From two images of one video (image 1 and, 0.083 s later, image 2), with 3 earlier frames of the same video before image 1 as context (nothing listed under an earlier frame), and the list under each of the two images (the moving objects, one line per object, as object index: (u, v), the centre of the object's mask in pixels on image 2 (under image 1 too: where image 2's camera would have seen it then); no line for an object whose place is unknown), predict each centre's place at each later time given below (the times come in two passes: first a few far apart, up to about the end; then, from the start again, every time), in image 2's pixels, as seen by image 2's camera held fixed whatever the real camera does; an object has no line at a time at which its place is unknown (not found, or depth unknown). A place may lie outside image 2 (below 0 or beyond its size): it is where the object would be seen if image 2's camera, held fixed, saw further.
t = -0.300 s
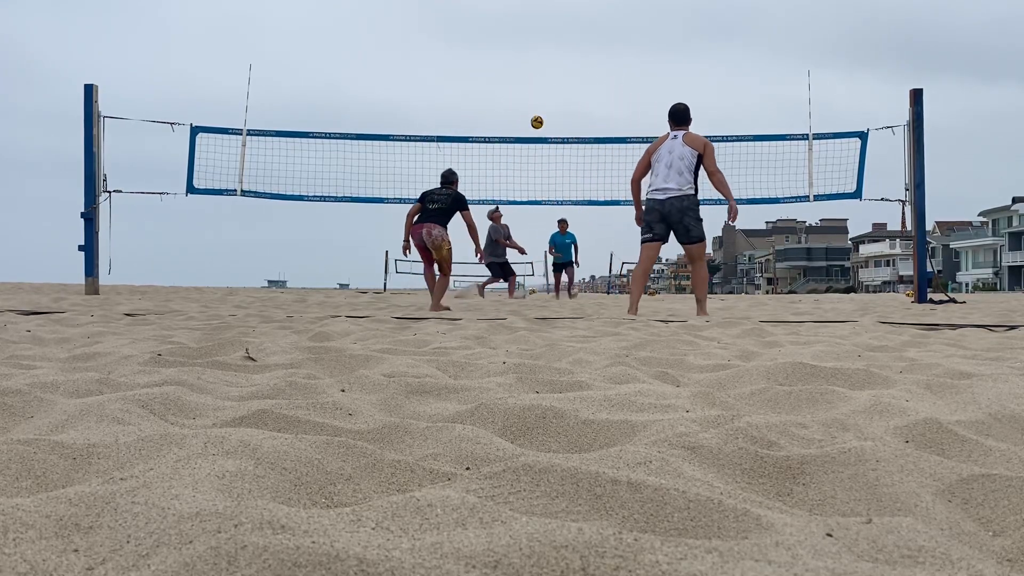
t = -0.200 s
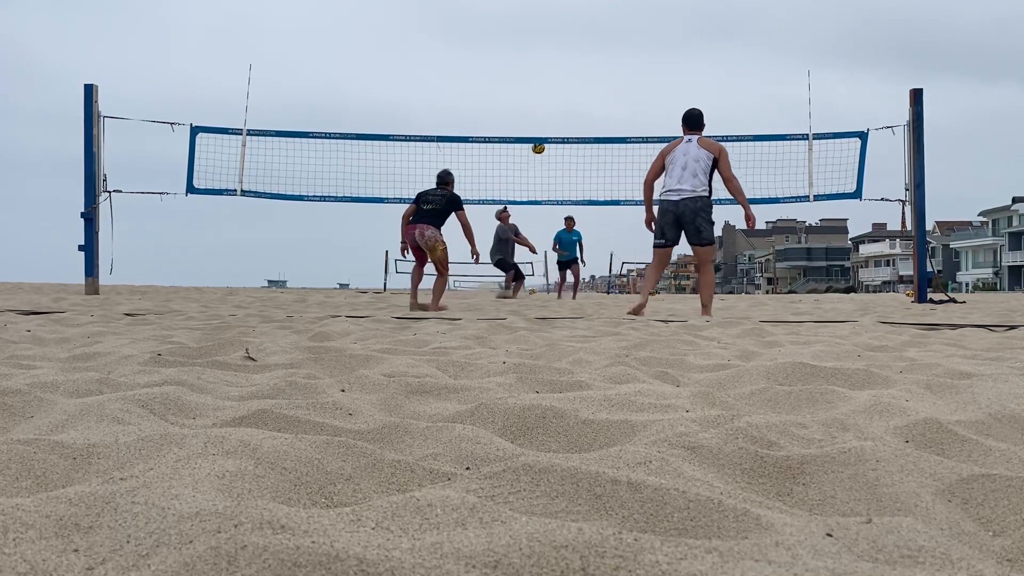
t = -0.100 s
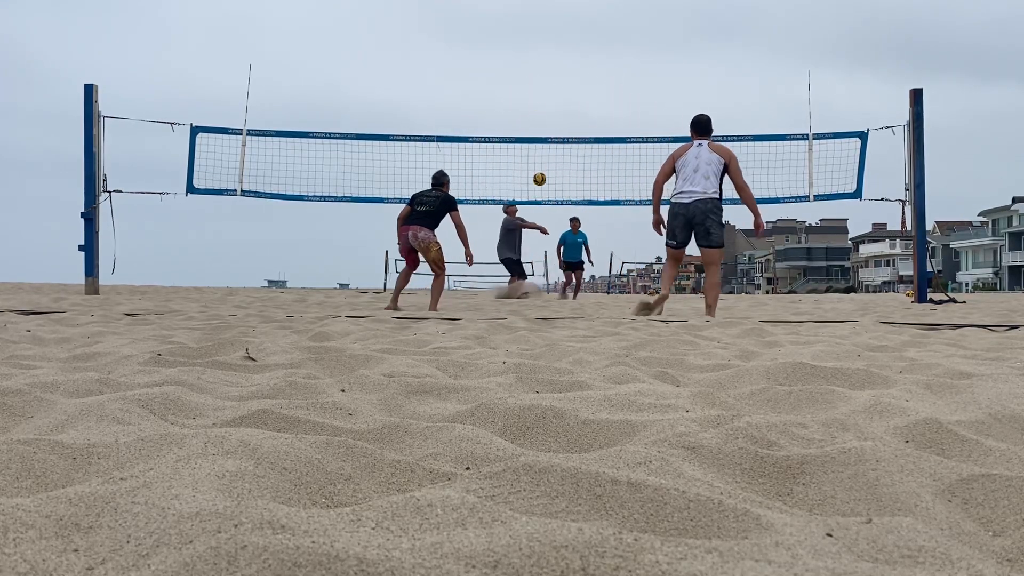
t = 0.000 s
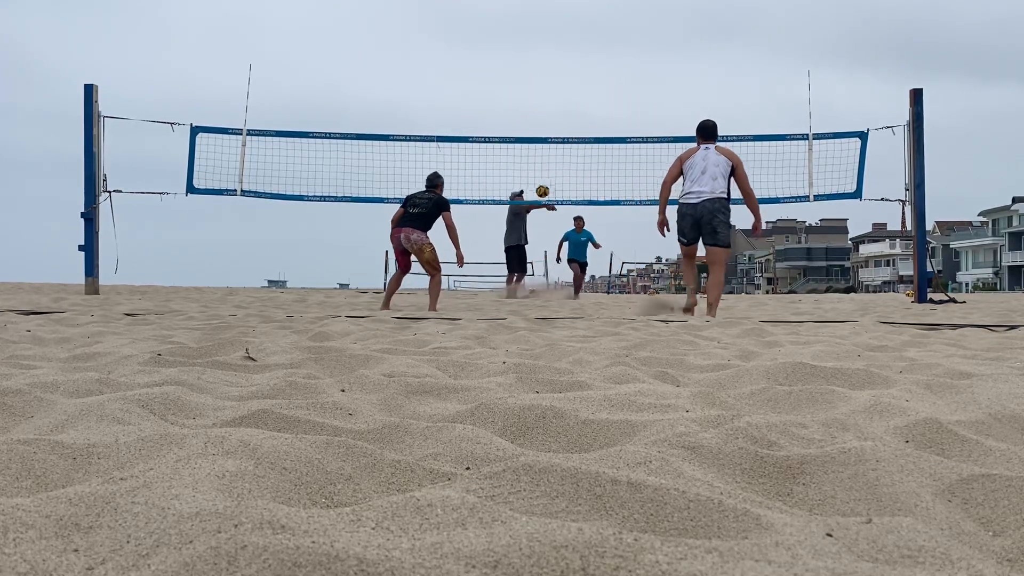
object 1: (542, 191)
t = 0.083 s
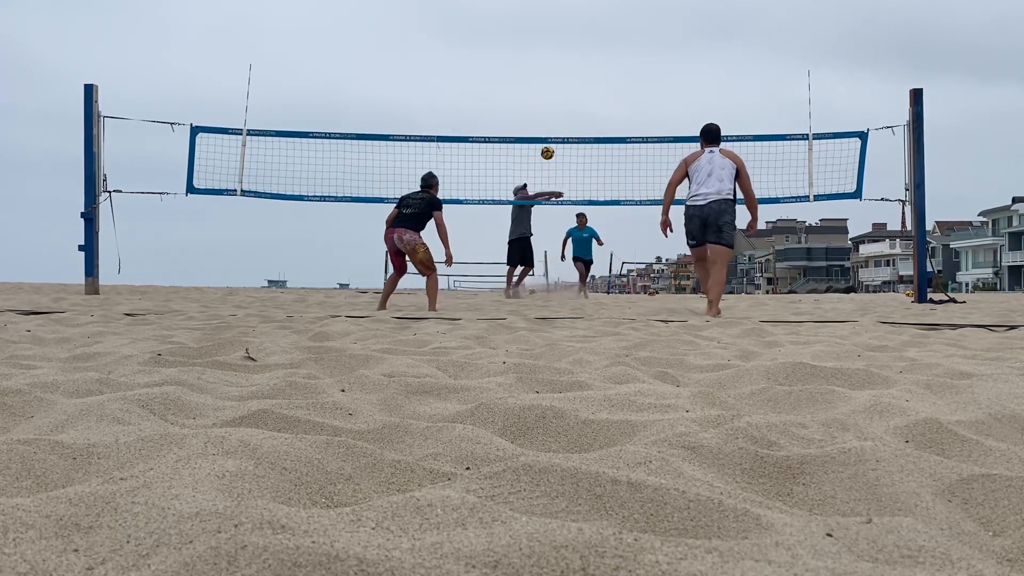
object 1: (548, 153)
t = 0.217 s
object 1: (555, 101)
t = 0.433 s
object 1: (567, 40)
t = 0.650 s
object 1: (579, 9)
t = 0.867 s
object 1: (591, 9)
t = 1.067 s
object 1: (603, 36)
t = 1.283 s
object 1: (615, 95)
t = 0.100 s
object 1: (548, 148)
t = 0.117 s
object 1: (550, 135)
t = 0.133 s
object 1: (550, 131)
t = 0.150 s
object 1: (551, 125)
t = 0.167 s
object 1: (552, 119)
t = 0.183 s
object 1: (553, 113)
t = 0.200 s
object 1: (554, 106)
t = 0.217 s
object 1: (555, 101)
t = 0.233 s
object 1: (556, 95)
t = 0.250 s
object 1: (557, 89)
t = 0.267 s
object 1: (558, 84)
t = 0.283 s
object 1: (559, 79)
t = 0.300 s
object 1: (560, 74)
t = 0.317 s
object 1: (561, 69)
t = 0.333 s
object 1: (562, 64)
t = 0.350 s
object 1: (563, 60)
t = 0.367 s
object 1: (563, 55)
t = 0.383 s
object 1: (564, 51)
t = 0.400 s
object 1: (565, 47)
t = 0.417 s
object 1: (566, 44)
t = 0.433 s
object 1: (567, 40)
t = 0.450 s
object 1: (568, 37)
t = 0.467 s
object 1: (569, 33)
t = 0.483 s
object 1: (570, 30)
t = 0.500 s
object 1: (571, 28)
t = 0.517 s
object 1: (572, 25)
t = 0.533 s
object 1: (573, 22)
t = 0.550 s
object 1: (573, 20)
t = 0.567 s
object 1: (574, 17)
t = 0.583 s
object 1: (575, 16)
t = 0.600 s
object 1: (576, 14)
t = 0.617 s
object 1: (577, 12)
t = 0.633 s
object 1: (578, 11)
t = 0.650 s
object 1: (579, 9)
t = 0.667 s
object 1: (580, 8)
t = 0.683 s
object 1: (581, 7)
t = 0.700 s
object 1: (582, 7)
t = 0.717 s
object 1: (583, 7)
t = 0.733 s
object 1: (584, 6)
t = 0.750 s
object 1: (585, 6)
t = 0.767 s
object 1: (586, 6)
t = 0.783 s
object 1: (587, 6)
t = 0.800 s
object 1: (588, 6)
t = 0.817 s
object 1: (589, 7)
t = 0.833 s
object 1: (589, 7)
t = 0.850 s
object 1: (590, 8)
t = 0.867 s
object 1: (591, 9)
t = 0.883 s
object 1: (592, 11)
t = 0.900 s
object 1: (593, 12)
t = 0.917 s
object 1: (594, 14)
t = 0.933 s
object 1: (595, 15)
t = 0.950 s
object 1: (596, 17)
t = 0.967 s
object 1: (597, 20)
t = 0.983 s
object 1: (598, 22)
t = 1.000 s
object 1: (599, 24)
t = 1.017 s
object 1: (600, 27)
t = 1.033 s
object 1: (601, 30)
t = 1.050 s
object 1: (602, 33)
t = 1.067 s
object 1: (603, 36)
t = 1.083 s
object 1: (604, 40)
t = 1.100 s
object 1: (605, 43)
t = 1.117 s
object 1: (606, 47)
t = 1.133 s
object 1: (606, 51)
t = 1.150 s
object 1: (607, 55)
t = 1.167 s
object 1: (608, 60)
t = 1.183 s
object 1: (609, 64)
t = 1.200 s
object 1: (610, 69)
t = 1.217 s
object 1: (611, 74)
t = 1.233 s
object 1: (612, 79)
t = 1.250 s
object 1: (613, 84)
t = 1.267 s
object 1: (614, 90)
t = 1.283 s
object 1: (615, 95)
